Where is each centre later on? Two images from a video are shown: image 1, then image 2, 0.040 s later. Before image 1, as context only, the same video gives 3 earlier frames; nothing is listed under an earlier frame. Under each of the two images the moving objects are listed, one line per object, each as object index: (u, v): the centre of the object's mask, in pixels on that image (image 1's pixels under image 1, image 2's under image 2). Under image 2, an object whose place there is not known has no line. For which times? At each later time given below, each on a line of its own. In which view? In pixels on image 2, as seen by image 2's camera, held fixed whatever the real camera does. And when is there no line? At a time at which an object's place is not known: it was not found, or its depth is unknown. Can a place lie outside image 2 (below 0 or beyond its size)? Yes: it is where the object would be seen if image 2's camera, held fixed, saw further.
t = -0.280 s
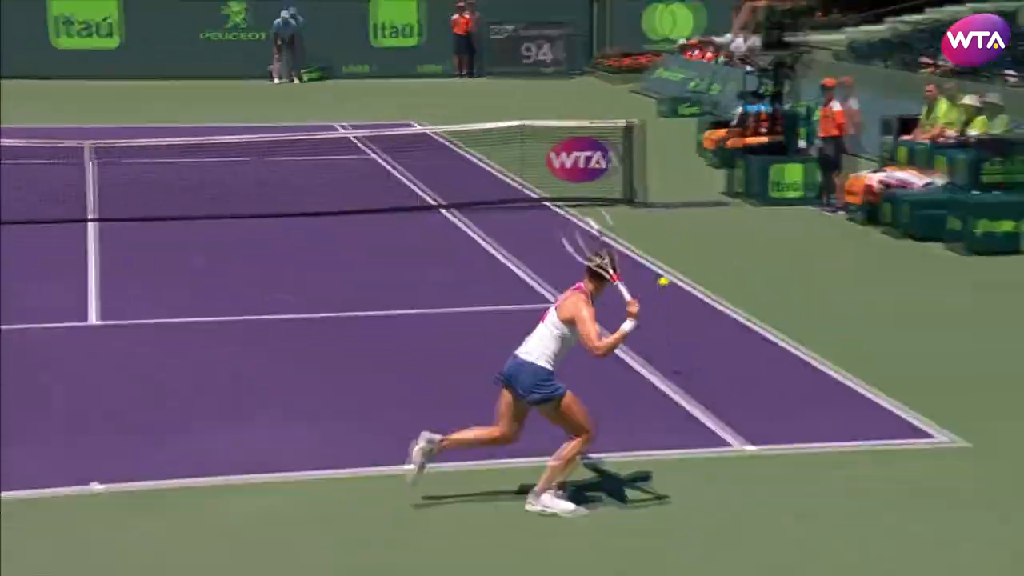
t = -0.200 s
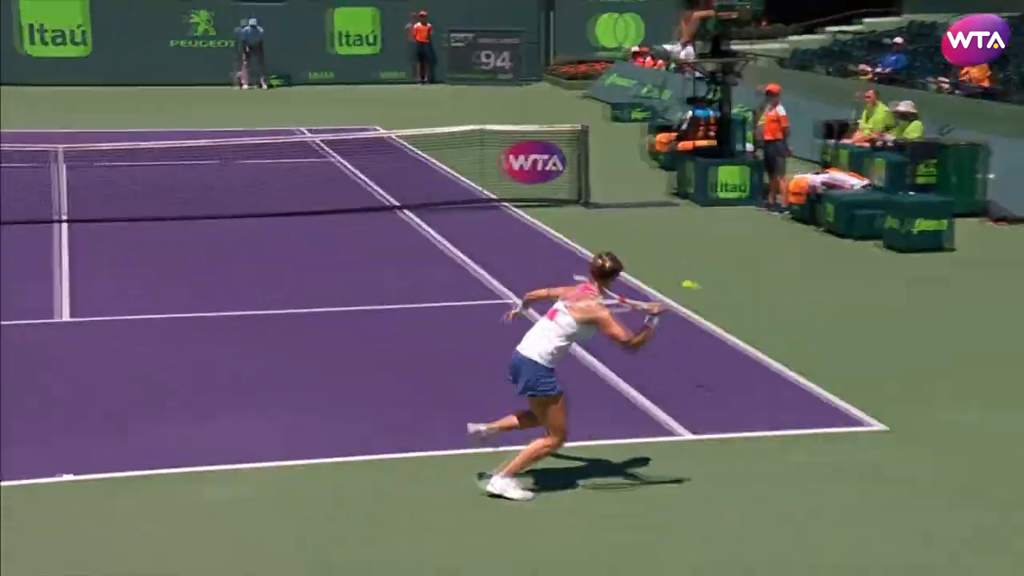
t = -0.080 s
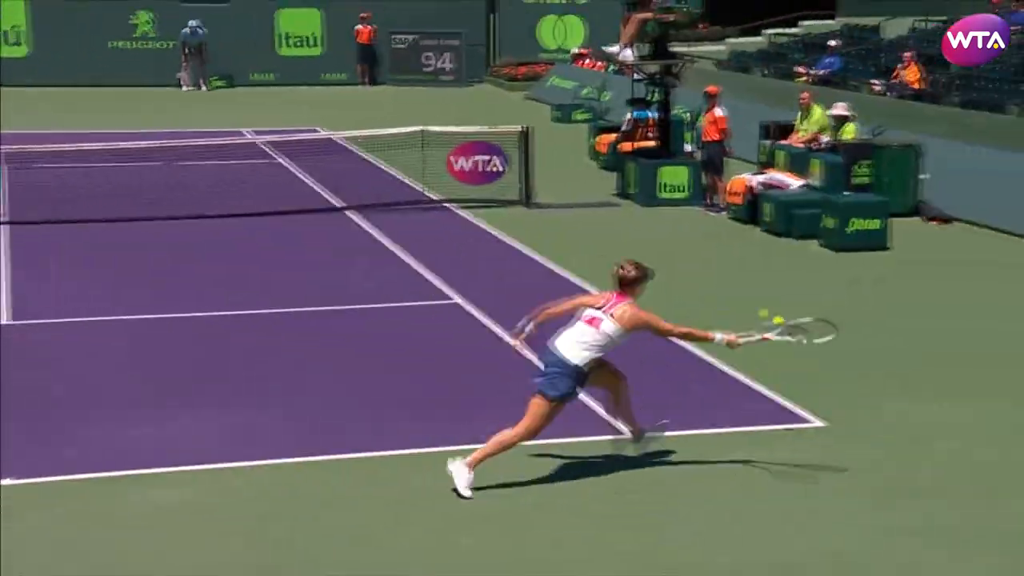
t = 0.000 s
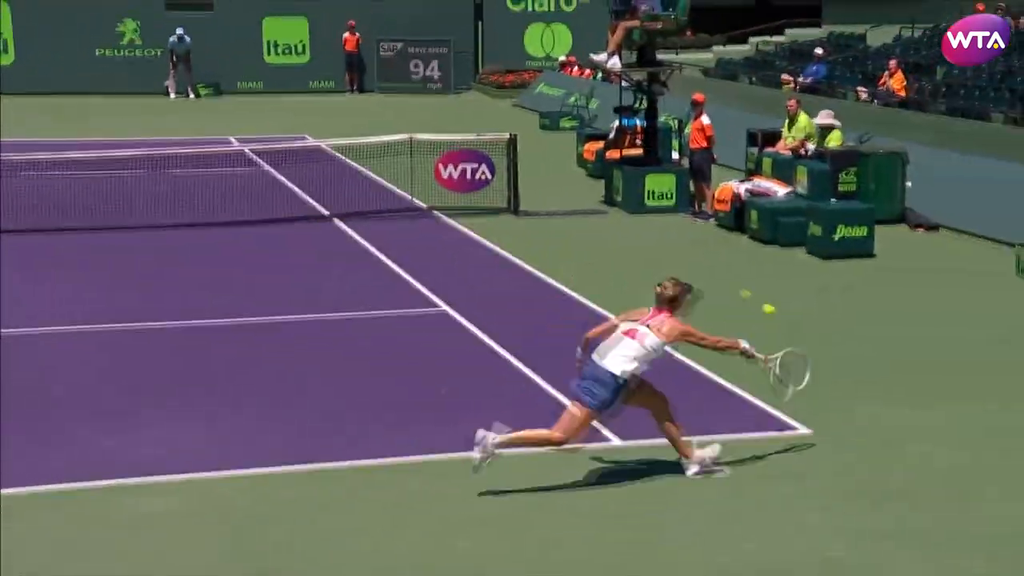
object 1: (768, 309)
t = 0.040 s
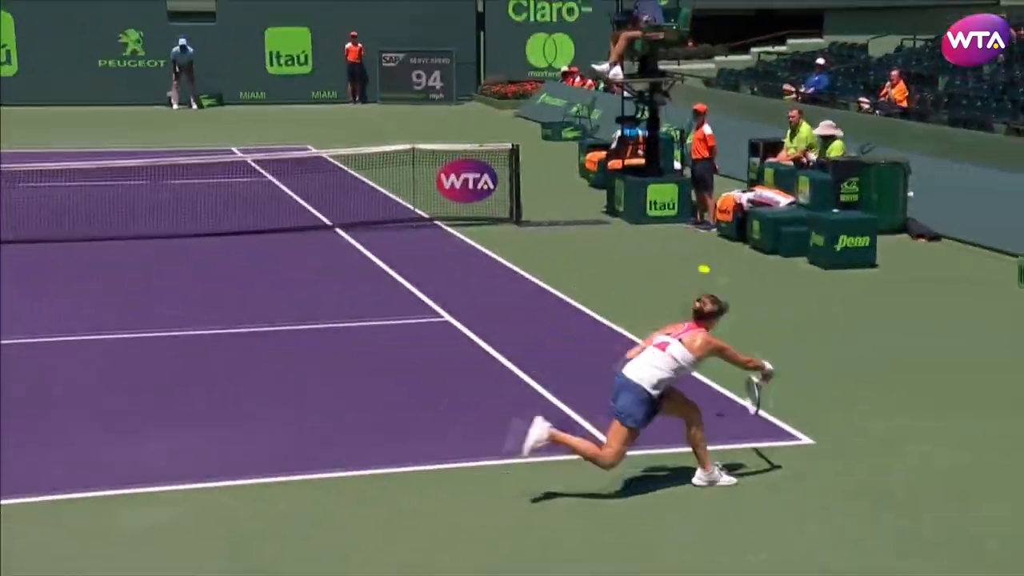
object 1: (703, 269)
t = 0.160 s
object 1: (577, 182)
